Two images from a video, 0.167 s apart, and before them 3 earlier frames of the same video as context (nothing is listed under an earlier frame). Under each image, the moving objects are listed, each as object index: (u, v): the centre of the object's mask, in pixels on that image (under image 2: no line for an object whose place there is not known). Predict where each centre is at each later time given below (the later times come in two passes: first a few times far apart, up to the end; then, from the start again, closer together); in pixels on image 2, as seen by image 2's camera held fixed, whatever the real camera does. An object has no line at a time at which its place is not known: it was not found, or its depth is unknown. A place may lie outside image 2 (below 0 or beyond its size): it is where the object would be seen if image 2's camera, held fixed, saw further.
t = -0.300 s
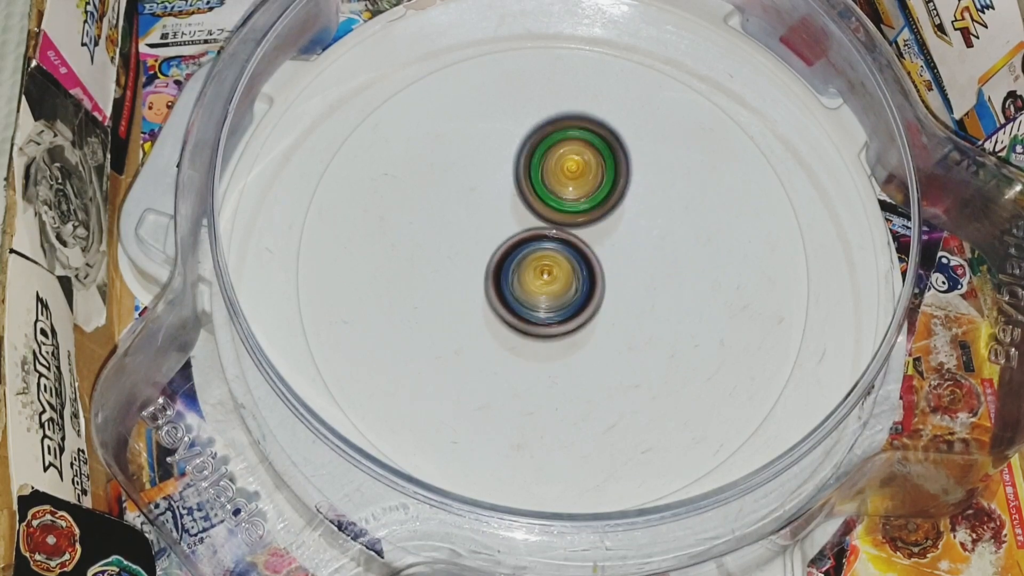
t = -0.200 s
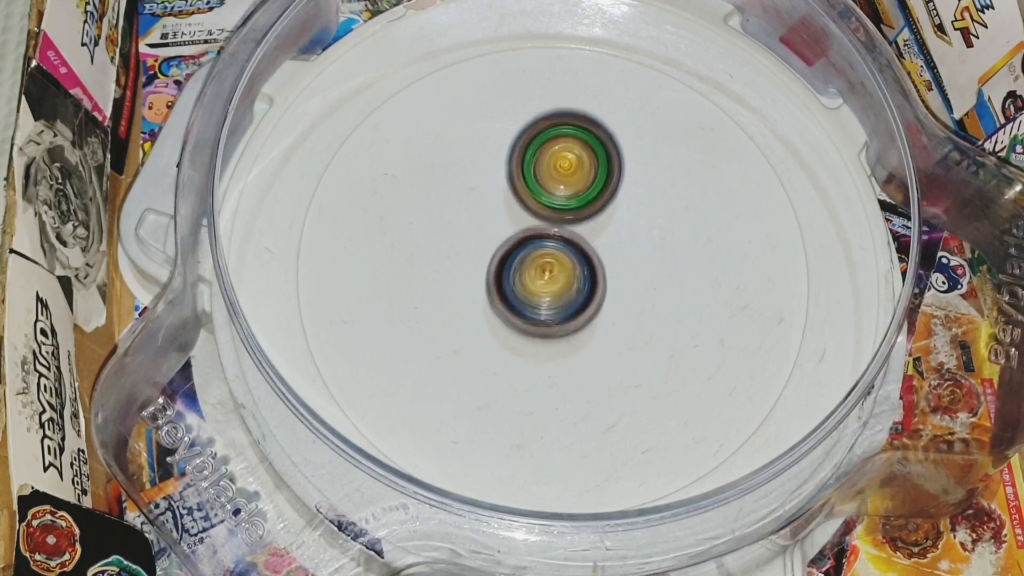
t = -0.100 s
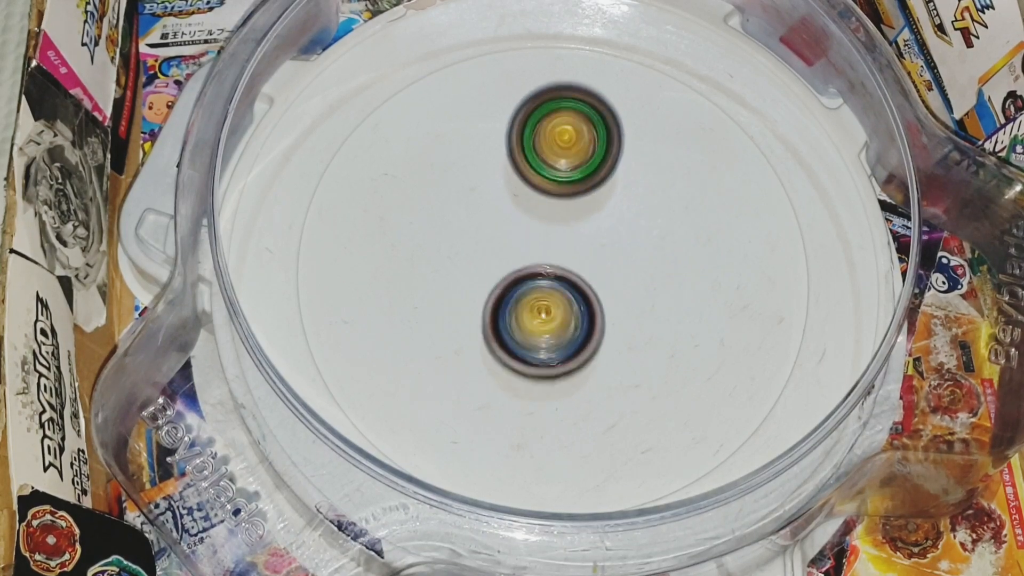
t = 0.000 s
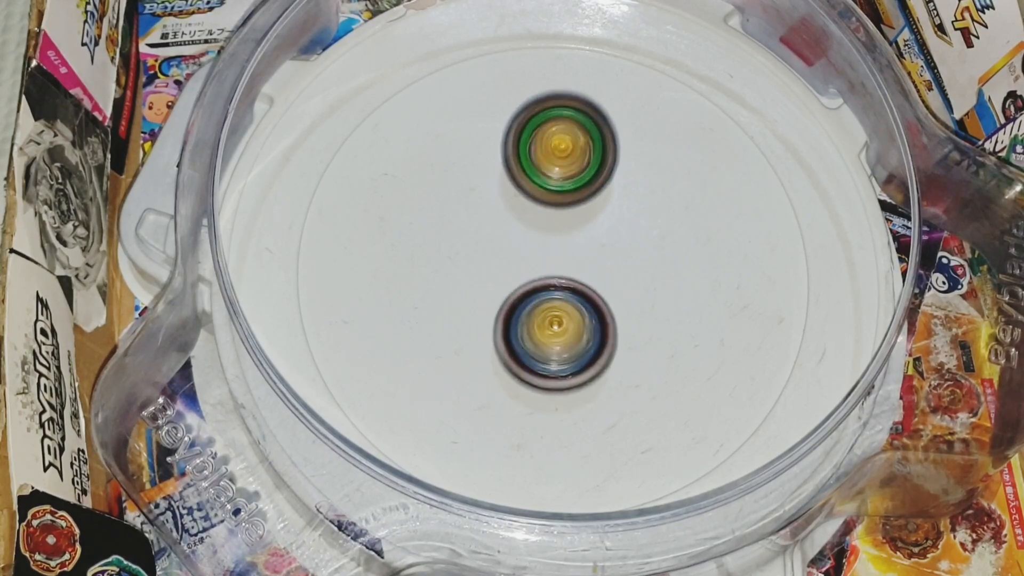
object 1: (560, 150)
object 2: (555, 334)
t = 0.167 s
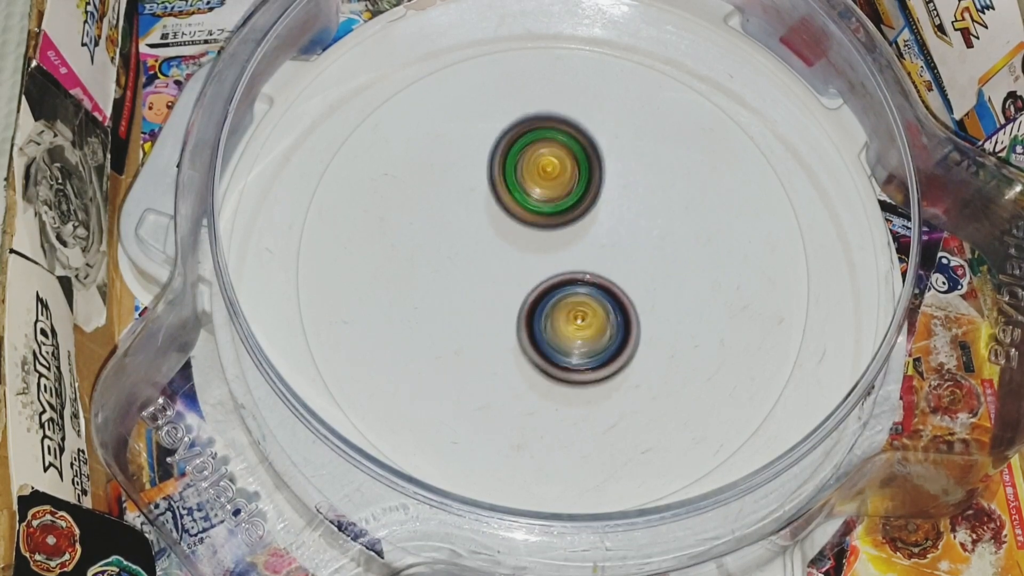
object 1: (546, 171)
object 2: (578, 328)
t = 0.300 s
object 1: (535, 187)
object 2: (582, 310)
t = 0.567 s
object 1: (506, 182)
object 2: (582, 318)
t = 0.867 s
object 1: (499, 208)
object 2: (569, 306)
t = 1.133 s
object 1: (496, 216)
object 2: (587, 308)
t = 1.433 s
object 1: (482, 220)
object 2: (608, 297)
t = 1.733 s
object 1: (472, 231)
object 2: (612, 273)
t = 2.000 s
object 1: (473, 242)
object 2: (607, 266)
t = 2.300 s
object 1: (429, 238)
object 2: (657, 246)
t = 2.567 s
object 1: (465, 250)
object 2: (592, 249)
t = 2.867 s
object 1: (445, 256)
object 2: (617, 274)
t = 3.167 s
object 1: (477, 266)
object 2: (601, 296)
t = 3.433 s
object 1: (478, 262)
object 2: (634, 304)
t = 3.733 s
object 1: (450, 245)
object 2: (665, 292)
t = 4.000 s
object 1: (436, 223)
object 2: (642, 258)
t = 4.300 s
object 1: (439, 214)
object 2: (577, 282)
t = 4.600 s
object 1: (465, 230)
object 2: (557, 317)
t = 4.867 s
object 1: (499, 230)
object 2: (575, 341)
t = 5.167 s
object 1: (500, 211)
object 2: (607, 335)
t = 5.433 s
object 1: (496, 197)
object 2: (615, 310)
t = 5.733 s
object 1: (499, 194)
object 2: (582, 303)
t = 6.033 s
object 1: (511, 195)
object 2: (560, 316)
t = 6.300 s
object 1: (526, 202)
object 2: (548, 327)
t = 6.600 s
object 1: (535, 184)
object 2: (566, 353)
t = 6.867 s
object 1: (542, 204)
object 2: (581, 328)
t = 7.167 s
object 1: (540, 204)
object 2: (577, 319)
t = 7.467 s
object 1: (535, 196)
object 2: (571, 328)
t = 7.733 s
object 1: (541, 211)
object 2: (559, 328)
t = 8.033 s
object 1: (541, 213)
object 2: (549, 328)
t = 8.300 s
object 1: (541, 212)
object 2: (542, 330)
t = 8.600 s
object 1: (543, 193)
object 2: (542, 345)
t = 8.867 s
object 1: (548, 206)
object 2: (551, 329)
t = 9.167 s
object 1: (547, 198)
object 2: (556, 339)
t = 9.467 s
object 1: (545, 205)
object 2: (543, 319)
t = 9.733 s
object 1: (550, 200)
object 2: (531, 338)
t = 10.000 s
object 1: (556, 214)
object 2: (541, 344)
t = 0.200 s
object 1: (543, 175)
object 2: (581, 324)
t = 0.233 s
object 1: (540, 178)
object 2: (582, 320)
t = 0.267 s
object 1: (537, 183)
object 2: (583, 315)
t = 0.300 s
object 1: (535, 187)
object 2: (582, 310)
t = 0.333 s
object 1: (532, 190)
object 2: (581, 306)
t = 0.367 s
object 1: (530, 195)
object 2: (578, 302)
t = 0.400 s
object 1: (523, 189)
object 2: (580, 309)
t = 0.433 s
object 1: (515, 181)
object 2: (582, 316)
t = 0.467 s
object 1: (510, 177)
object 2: (583, 320)
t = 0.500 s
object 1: (508, 177)
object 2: (583, 321)
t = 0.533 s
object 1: (506, 179)
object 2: (583, 320)
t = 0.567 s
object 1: (506, 182)
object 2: (582, 318)
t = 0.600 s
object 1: (507, 186)
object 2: (580, 314)
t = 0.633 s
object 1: (507, 191)
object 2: (578, 309)
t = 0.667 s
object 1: (507, 195)
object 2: (575, 305)
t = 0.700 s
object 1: (508, 200)
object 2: (571, 300)
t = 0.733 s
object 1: (506, 202)
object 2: (571, 301)
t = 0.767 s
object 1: (503, 204)
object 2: (570, 302)
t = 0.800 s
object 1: (501, 204)
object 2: (571, 304)
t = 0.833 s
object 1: (500, 206)
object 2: (570, 305)
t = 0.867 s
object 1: (499, 208)
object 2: (569, 306)
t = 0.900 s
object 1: (498, 209)
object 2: (570, 307)
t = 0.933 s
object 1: (498, 211)
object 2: (569, 307)
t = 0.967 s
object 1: (496, 210)
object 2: (573, 311)
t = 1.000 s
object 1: (492, 207)
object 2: (578, 315)
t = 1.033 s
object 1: (491, 208)
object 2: (581, 316)
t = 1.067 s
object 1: (491, 210)
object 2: (585, 315)
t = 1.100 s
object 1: (494, 213)
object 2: (587, 312)
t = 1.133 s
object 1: (496, 216)
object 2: (587, 308)
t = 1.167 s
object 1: (499, 219)
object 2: (587, 304)
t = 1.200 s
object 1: (495, 216)
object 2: (591, 306)
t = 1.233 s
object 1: (492, 215)
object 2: (594, 307)
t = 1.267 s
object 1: (492, 216)
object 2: (596, 306)
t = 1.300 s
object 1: (492, 219)
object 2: (597, 303)
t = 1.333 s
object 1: (494, 222)
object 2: (596, 299)
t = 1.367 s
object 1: (495, 225)
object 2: (595, 296)
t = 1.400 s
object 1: (486, 221)
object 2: (603, 298)
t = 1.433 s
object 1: (482, 220)
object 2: (608, 297)
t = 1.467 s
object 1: (481, 222)
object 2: (610, 293)
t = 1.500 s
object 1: (483, 224)
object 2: (610, 289)
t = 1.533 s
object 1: (485, 227)
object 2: (608, 285)
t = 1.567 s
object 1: (487, 229)
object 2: (605, 279)
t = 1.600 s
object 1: (484, 229)
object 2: (608, 278)
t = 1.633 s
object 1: (475, 227)
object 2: (613, 278)
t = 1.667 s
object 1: (470, 227)
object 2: (615, 277)
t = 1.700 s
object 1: (470, 229)
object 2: (614, 275)
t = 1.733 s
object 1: (472, 231)
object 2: (612, 273)
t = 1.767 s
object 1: (475, 234)
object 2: (609, 271)
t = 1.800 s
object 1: (478, 235)
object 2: (605, 269)
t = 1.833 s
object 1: (480, 237)
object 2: (602, 267)
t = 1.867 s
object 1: (475, 236)
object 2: (606, 267)
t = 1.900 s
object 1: (473, 237)
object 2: (607, 267)
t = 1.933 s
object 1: (475, 239)
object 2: (606, 266)
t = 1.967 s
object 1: (477, 241)
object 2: (603, 265)
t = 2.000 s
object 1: (473, 242)
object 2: (607, 266)
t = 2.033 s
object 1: (447, 238)
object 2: (633, 268)
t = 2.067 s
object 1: (427, 237)
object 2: (651, 268)
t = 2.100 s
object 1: (416, 237)
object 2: (662, 267)
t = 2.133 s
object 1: (414, 237)
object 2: (667, 264)
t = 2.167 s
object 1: (415, 236)
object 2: (668, 261)
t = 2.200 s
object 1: (418, 236)
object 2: (667, 257)
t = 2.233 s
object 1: (421, 236)
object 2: (664, 253)
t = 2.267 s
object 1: (425, 237)
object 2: (662, 250)
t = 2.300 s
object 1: (429, 238)
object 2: (657, 246)
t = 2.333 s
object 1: (435, 239)
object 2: (653, 243)
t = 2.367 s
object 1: (440, 240)
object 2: (647, 241)
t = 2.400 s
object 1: (445, 241)
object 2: (639, 240)
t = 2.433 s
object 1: (449, 243)
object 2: (630, 239)
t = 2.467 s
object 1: (454, 244)
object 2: (620, 240)
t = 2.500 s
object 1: (458, 246)
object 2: (611, 242)
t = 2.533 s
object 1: (462, 248)
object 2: (601, 245)
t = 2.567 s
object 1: (465, 250)
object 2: (592, 249)
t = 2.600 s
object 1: (462, 252)
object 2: (590, 252)
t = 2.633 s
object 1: (461, 254)
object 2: (588, 257)
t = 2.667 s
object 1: (456, 255)
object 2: (592, 262)
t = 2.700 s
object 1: (442, 255)
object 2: (604, 266)
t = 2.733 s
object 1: (436, 256)
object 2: (611, 268)
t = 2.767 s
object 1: (436, 256)
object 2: (615, 270)
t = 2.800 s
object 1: (438, 256)
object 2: (618, 271)
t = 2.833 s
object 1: (442, 256)
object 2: (618, 273)
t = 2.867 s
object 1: (445, 256)
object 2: (617, 274)
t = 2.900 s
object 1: (449, 257)
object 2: (615, 275)
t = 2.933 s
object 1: (453, 257)
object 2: (613, 277)
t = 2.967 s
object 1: (457, 258)
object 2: (611, 278)
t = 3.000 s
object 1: (462, 259)
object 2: (609, 281)
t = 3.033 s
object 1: (466, 261)
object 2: (607, 284)
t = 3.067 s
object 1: (470, 262)
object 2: (604, 287)
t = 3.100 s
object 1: (475, 264)
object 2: (600, 290)
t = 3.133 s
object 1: (475, 265)
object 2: (600, 293)
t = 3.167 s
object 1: (477, 266)
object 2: (601, 296)
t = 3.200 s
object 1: (478, 267)
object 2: (604, 299)
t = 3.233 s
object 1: (479, 266)
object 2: (609, 301)
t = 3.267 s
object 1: (482, 266)
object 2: (611, 302)
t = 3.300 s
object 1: (486, 266)
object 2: (613, 303)
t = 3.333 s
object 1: (490, 267)
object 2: (613, 302)
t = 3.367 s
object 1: (491, 267)
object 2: (618, 303)
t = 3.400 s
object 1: (481, 263)
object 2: (629, 305)
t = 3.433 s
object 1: (478, 262)
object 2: (634, 304)
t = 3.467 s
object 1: (479, 262)
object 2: (637, 302)
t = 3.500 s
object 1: (481, 263)
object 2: (637, 300)
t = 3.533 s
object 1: (486, 263)
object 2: (636, 297)
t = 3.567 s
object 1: (490, 263)
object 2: (635, 294)
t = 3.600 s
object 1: (494, 264)
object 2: (632, 290)
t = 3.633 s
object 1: (498, 264)
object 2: (629, 288)
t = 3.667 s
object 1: (499, 263)
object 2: (627, 286)
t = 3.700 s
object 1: (472, 254)
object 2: (650, 290)
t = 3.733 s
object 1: (450, 245)
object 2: (665, 292)
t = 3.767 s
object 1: (435, 240)
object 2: (673, 290)
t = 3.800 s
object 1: (427, 235)
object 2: (676, 285)
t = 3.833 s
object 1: (425, 233)
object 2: (675, 280)
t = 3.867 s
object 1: (427, 230)
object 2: (673, 274)
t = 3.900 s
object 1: (428, 227)
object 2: (667, 269)
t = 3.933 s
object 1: (430, 226)
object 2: (660, 264)
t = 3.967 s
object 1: (433, 224)
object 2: (651, 261)
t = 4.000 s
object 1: (436, 223)
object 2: (642, 258)
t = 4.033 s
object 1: (439, 222)
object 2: (632, 258)
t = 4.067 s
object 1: (441, 221)
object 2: (621, 258)
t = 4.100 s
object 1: (444, 221)
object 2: (611, 258)
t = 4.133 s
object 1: (447, 221)
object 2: (601, 260)
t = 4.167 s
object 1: (450, 221)
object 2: (592, 262)
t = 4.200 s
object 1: (452, 221)
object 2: (582, 265)
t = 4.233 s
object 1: (456, 221)
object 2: (573, 269)
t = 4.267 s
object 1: (454, 220)
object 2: (570, 274)
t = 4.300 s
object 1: (439, 214)
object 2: (577, 282)
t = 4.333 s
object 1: (430, 211)
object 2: (579, 287)
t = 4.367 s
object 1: (429, 211)
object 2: (577, 291)
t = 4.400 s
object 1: (430, 213)
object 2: (574, 295)
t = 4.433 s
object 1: (435, 217)
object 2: (570, 299)
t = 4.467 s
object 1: (441, 220)
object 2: (567, 302)
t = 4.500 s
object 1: (447, 223)
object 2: (564, 306)
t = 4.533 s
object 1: (454, 227)
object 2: (561, 309)
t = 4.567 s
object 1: (461, 229)
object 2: (558, 312)
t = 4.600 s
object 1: (465, 230)
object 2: (557, 317)
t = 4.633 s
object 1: (467, 229)
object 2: (560, 323)
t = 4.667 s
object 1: (470, 228)
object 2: (561, 327)
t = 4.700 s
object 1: (475, 228)
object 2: (563, 330)
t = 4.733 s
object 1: (481, 230)
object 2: (564, 332)
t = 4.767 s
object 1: (487, 231)
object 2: (566, 333)
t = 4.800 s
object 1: (493, 234)
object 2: (567, 334)
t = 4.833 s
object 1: (499, 236)
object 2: (568, 334)
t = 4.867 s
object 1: (499, 230)
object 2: (575, 341)
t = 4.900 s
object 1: (500, 224)
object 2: (582, 344)
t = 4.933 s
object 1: (501, 221)
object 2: (586, 344)
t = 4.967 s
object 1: (501, 220)
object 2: (589, 343)
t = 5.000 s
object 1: (503, 221)
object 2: (592, 339)
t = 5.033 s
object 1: (505, 222)
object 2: (593, 335)
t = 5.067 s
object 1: (507, 225)
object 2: (593, 330)
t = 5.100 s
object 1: (511, 227)
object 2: (593, 324)
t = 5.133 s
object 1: (511, 227)
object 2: (594, 324)
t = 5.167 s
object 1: (500, 211)
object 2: (607, 335)
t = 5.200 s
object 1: (491, 198)
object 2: (615, 341)
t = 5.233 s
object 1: (485, 191)
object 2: (621, 341)
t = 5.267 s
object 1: (484, 189)
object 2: (625, 339)
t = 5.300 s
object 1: (484, 189)
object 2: (626, 335)
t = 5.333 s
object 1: (487, 191)
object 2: (626, 329)
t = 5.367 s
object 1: (490, 193)
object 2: (624, 323)
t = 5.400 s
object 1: (493, 195)
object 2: (620, 316)
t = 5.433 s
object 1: (496, 197)
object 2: (615, 310)
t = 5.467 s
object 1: (500, 200)
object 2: (610, 304)
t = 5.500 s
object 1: (504, 202)
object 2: (603, 299)
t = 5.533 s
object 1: (507, 205)
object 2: (597, 294)
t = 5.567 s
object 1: (507, 204)
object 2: (594, 295)
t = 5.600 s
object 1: (499, 196)
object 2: (596, 300)
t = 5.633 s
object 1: (495, 193)
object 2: (595, 302)
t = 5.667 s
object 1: (495, 193)
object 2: (591, 303)
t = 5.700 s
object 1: (497, 193)
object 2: (587, 303)
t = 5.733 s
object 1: (499, 194)
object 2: (582, 303)
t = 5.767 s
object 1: (501, 195)
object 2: (577, 302)
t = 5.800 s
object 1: (504, 196)
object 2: (572, 300)
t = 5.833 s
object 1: (507, 198)
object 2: (567, 299)
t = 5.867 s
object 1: (506, 194)
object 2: (567, 304)
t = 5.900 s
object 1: (505, 190)
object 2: (567, 310)
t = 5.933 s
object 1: (505, 190)
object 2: (565, 313)
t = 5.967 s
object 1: (506, 191)
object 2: (563, 314)
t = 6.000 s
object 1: (508, 193)
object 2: (561, 315)
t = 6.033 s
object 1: (511, 195)
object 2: (560, 316)
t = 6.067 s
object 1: (514, 197)
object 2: (557, 316)
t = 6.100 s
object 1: (516, 200)
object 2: (555, 316)
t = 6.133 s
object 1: (519, 203)
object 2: (553, 316)
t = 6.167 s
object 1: (522, 204)
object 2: (551, 316)
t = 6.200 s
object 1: (523, 204)
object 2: (550, 317)
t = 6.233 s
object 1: (525, 205)
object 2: (548, 318)
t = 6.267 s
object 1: (526, 203)
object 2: (547, 323)
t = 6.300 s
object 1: (526, 202)
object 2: (548, 327)
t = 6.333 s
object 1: (528, 202)
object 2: (549, 329)
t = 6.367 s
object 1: (529, 204)
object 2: (550, 330)
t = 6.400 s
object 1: (531, 206)
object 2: (551, 331)
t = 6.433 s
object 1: (533, 209)
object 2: (553, 331)
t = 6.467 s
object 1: (534, 211)
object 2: (554, 330)
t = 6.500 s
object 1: (536, 214)
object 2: (556, 328)
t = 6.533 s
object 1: (536, 212)
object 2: (558, 332)
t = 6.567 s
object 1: (535, 195)
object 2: (562, 345)
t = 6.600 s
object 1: (535, 184)
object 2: (566, 353)
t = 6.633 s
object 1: (534, 178)
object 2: (569, 356)
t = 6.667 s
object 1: (534, 177)
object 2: (573, 357)
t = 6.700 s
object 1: (534, 179)
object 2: (577, 355)
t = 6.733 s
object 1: (535, 183)
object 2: (578, 352)
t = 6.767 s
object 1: (537, 188)
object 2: (580, 347)
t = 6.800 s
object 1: (538, 193)
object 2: (582, 341)
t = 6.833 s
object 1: (540, 199)
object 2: (581, 335)
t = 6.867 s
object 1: (542, 204)
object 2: (581, 328)
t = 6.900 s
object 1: (543, 209)
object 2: (579, 321)
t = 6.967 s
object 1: (538, 196)
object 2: (583, 333)
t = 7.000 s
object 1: (537, 194)
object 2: (582, 334)
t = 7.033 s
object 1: (536, 194)
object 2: (582, 333)
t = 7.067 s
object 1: (536, 195)
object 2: (581, 331)
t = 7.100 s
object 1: (537, 198)
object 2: (579, 327)
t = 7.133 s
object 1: (538, 201)
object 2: (578, 323)
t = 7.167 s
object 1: (540, 204)
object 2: (577, 319)
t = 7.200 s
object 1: (541, 206)
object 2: (575, 316)
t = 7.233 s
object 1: (539, 202)
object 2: (575, 320)
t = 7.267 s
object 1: (538, 199)
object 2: (575, 321)
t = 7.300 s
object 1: (537, 199)
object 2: (575, 322)
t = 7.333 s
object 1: (538, 200)
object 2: (575, 320)
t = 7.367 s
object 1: (538, 203)
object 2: (573, 319)
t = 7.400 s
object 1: (539, 205)
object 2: (571, 317)
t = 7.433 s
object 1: (537, 199)
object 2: (571, 324)
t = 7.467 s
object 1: (535, 196)
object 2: (571, 328)
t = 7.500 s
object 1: (534, 195)
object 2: (571, 330)
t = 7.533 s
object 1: (534, 197)
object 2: (570, 330)
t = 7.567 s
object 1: (534, 199)
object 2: (568, 330)
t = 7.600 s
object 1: (535, 202)
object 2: (566, 329)
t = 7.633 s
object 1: (537, 206)
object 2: (564, 329)
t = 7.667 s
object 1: (538, 209)
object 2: (562, 327)
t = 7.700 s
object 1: (540, 212)
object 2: (560, 326)
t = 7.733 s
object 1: (541, 211)
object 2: (559, 328)
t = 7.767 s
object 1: (540, 208)
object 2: (557, 332)
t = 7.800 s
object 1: (539, 208)
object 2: (556, 333)
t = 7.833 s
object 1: (539, 209)
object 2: (556, 332)
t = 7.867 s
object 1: (540, 211)
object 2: (555, 330)
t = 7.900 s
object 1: (541, 214)
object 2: (554, 327)
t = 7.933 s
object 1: (542, 212)
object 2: (553, 329)
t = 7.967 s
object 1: (541, 210)
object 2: (551, 330)
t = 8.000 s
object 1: (541, 211)
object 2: (550, 329)
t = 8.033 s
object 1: (541, 213)
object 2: (549, 328)
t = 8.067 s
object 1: (541, 213)
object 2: (548, 330)
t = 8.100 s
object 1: (541, 211)
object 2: (546, 331)
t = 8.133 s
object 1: (541, 211)
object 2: (546, 330)
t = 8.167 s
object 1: (541, 213)
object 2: (546, 328)
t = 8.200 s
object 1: (541, 212)
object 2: (545, 329)
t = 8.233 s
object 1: (540, 212)
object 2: (544, 330)
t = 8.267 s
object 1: (540, 213)
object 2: (543, 328)
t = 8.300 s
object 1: (541, 212)
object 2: (542, 330)
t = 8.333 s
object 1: (540, 212)
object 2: (543, 331)
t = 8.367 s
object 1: (540, 213)
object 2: (543, 330)
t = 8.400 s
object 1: (541, 214)
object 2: (542, 328)
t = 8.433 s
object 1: (542, 212)
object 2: (543, 330)
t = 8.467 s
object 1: (542, 211)
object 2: (542, 330)
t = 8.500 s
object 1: (542, 211)
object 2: (543, 329)
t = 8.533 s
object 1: (542, 212)
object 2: (543, 327)
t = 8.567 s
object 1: (542, 204)
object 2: (542, 336)
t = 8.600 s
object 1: (543, 193)
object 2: (542, 345)
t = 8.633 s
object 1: (543, 186)
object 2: (544, 348)
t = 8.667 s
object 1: (543, 184)
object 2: (545, 350)
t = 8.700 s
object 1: (543, 185)
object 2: (547, 349)
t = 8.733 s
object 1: (544, 189)
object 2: (549, 347)
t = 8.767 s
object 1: (545, 193)
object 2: (550, 344)
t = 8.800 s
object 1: (547, 197)
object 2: (551, 338)
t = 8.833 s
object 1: (548, 202)
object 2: (552, 333)
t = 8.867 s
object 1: (548, 206)
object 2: (551, 329)
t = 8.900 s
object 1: (549, 210)
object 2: (551, 324)
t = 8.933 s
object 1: (548, 199)
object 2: (550, 337)
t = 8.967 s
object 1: (548, 190)
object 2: (550, 345)
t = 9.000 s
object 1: (547, 186)
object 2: (551, 348)
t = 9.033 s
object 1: (546, 186)
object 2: (553, 349)
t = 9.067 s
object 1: (546, 187)
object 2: (554, 348)
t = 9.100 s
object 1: (546, 190)
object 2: (555, 346)
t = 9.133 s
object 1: (547, 194)
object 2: (555, 343)
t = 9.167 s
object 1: (547, 198)
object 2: (556, 339)
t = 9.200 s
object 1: (547, 201)
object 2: (555, 333)
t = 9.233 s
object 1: (548, 205)
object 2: (555, 328)
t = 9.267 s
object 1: (548, 208)
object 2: (554, 323)
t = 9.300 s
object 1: (548, 207)
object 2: (552, 322)
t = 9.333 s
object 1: (548, 206)
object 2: (551, 321)
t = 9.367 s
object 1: (547, 206)
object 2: (548, 321)
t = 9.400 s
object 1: (546, 205)
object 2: (546, 321)
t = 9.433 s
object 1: (545, 204)
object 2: (545, 320)
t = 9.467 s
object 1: (545, 205)
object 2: (543, 319)
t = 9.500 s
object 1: (544, 201)
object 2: (540, 323)
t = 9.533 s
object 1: (544, 200)
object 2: (538, 324)
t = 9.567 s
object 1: (544, 200)
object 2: (537, 325)
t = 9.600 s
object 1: (544, 203)
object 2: (536, 325)
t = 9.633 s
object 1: (545, 206)
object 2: (534, 324)
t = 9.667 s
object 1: (547, 209)
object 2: (533, 323)
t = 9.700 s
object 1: (549, 206)
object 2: (532, 330)
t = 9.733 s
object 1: (550, 200)
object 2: (531, 338)
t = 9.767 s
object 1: (551, 199)
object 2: (532, 342)
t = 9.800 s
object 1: (552, 199)
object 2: (533, 345)
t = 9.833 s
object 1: (552, 201)
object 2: (534, 346)
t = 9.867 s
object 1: (553, 204)
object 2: (535, 347)
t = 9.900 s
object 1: (554, 206)
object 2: (536, 347)
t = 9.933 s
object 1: (555, 208)
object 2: (537, 347)
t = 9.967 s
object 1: (555, 211)
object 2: (539, 345)
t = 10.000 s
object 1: (556, 214)
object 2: (541, 344)
